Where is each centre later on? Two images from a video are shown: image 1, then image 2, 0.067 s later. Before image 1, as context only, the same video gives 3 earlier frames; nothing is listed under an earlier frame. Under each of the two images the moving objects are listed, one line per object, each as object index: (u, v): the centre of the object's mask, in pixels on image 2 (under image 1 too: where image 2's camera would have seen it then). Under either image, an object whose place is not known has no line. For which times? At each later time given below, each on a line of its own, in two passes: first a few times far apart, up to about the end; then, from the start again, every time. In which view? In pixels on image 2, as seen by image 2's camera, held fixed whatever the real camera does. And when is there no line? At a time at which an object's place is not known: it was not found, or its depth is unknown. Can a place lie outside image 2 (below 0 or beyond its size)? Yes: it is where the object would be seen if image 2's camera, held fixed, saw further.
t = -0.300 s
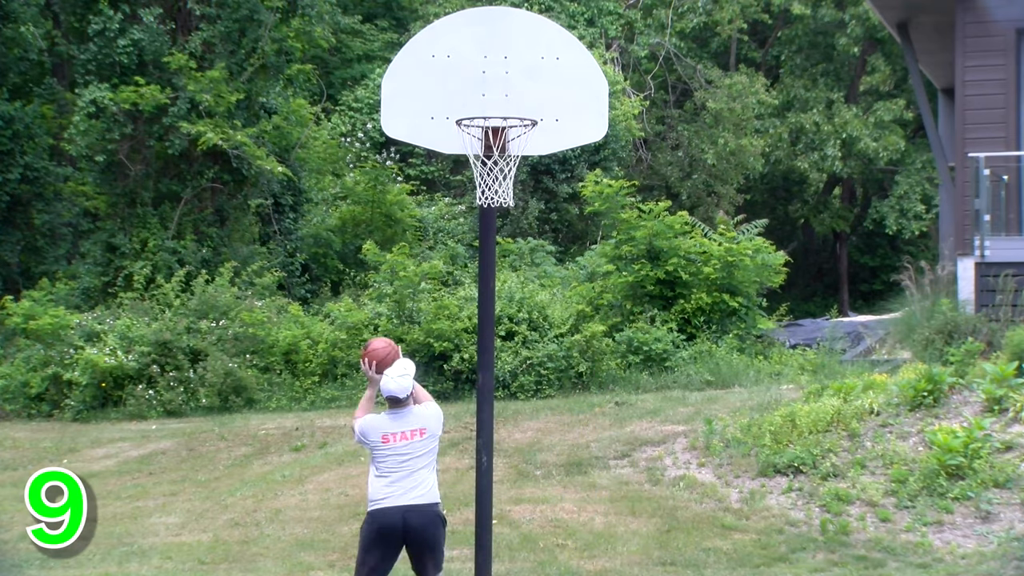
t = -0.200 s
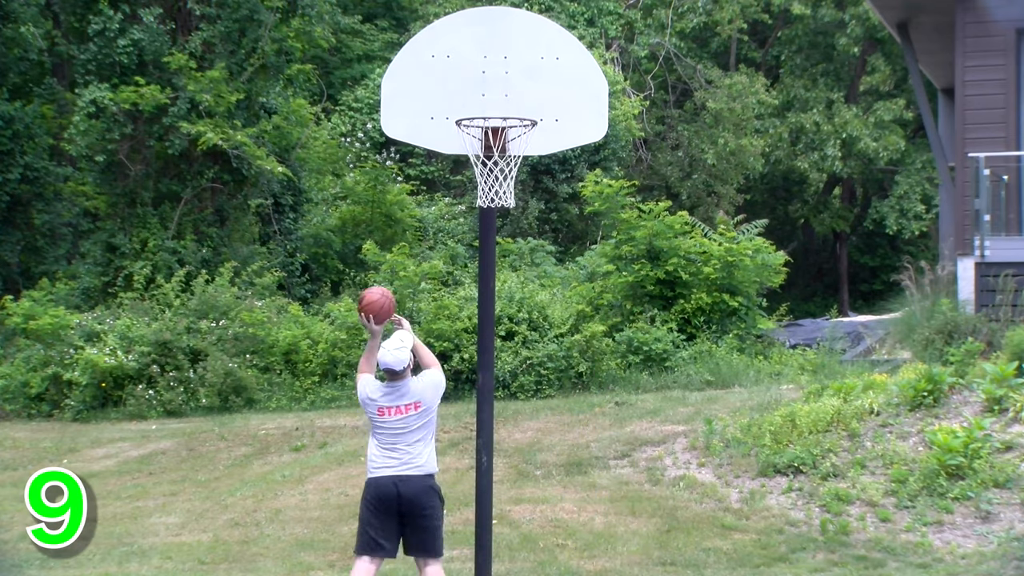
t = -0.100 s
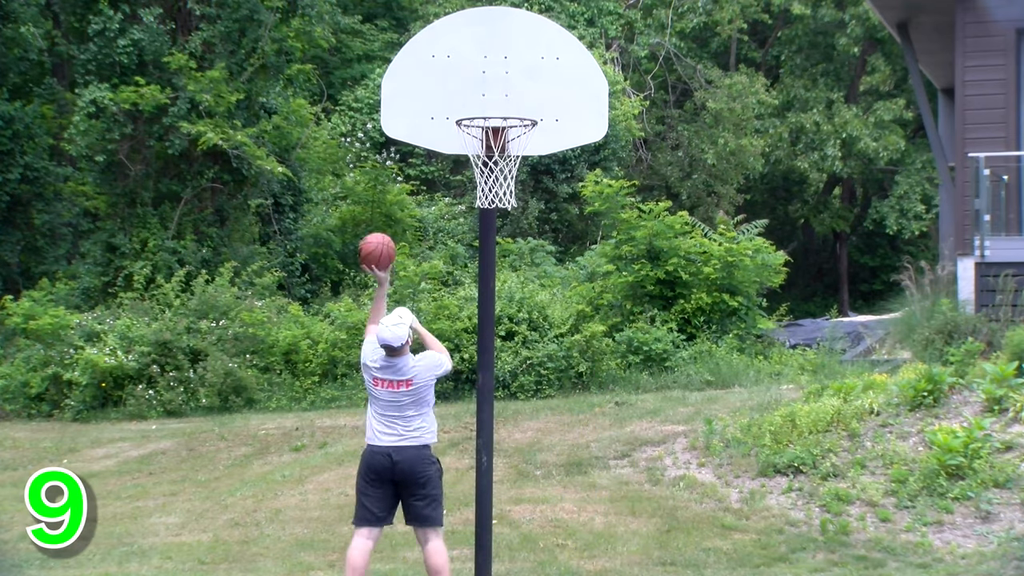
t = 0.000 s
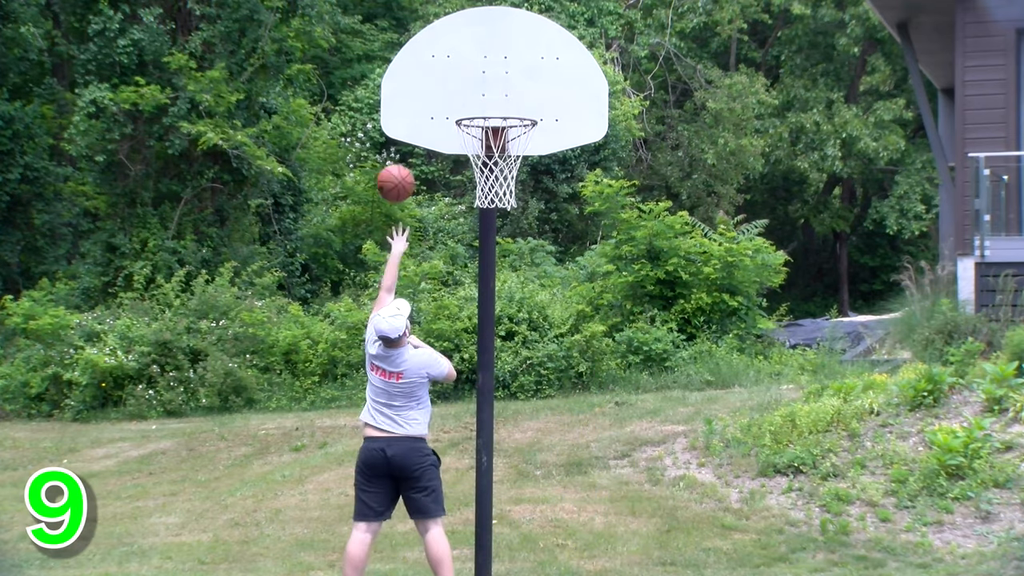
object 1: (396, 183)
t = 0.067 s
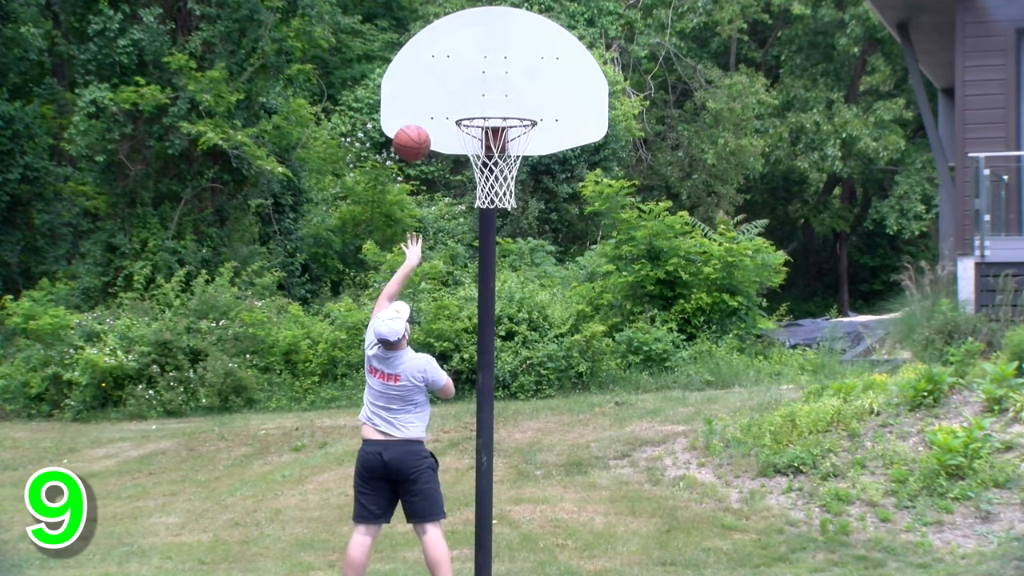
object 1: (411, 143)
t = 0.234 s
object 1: (450, 74)
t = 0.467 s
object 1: (494, 64)
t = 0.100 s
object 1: (420, 125)
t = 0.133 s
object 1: (427, 110)
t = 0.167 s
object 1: (435, 96)
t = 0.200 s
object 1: (443, 84)
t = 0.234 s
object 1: (450, 74)
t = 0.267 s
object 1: (458, 66)
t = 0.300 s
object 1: (465, 60)
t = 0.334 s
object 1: (472, 55)
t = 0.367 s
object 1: (478, 55)
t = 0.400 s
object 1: (483, 56)
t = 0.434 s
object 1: (489, 59)
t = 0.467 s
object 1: (494, 64)
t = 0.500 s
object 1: (499, 71)
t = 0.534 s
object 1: (504, 79)
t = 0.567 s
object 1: (509, 90)
